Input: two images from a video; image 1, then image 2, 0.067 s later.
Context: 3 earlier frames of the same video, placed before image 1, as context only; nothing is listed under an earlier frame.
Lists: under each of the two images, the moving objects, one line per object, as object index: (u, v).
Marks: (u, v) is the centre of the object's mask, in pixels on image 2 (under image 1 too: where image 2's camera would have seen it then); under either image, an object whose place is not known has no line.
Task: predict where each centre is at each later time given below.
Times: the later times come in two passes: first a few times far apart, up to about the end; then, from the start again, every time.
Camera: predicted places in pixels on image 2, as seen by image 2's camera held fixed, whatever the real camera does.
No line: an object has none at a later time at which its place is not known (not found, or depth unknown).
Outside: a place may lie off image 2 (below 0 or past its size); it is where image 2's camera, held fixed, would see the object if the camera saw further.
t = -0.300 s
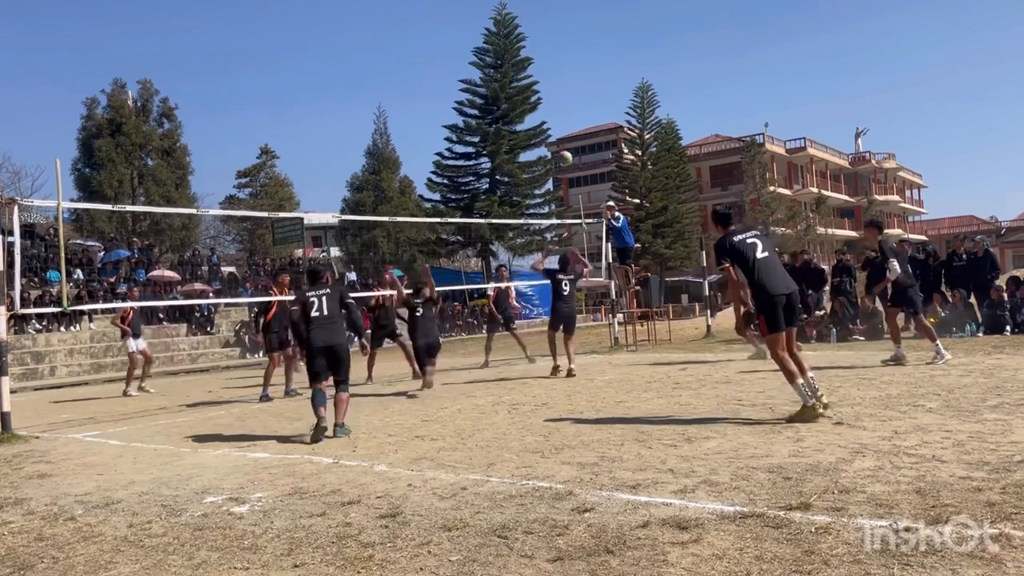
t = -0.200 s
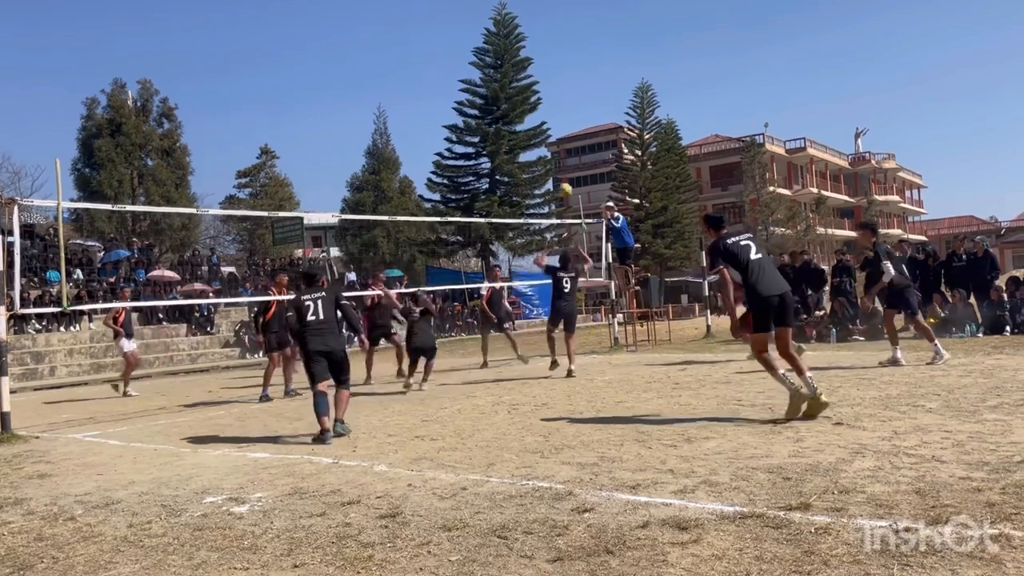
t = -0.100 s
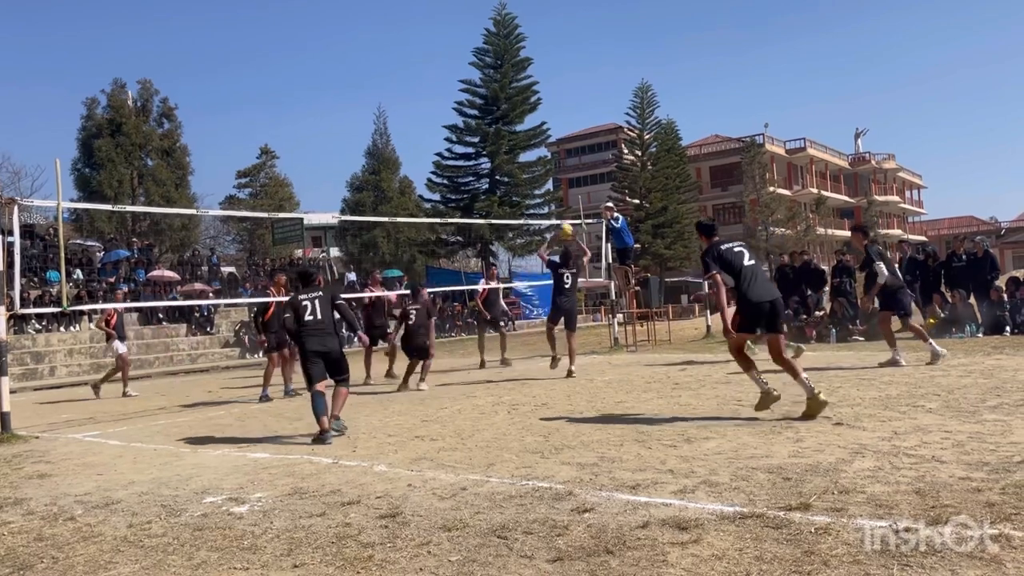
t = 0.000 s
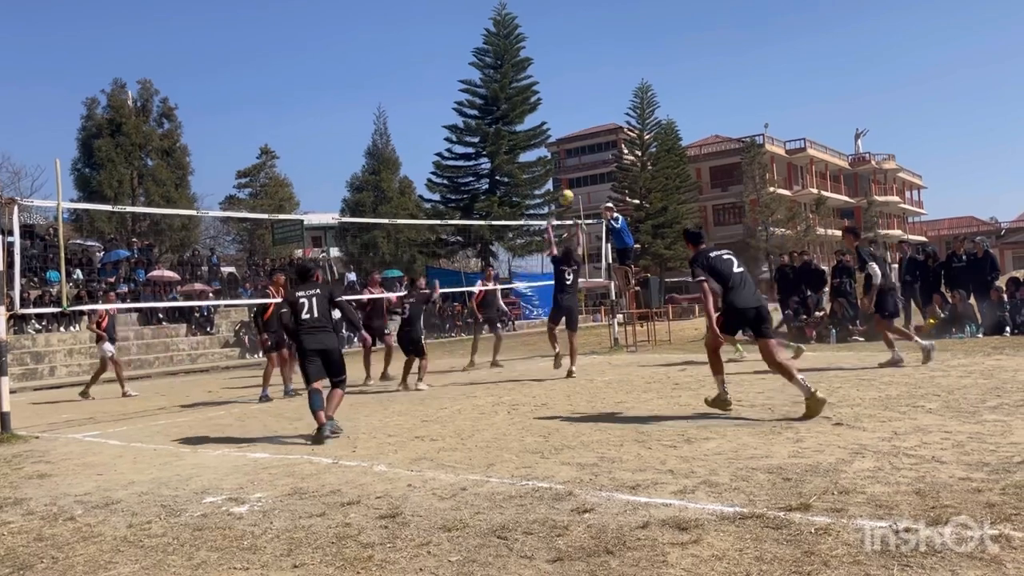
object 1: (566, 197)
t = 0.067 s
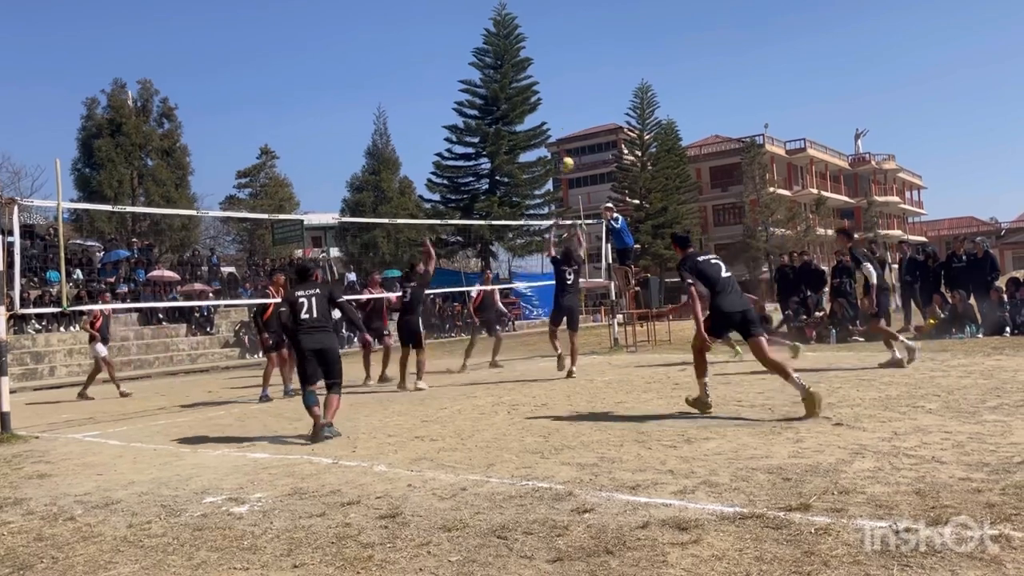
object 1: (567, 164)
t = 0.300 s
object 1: (570, 80)
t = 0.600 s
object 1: (580, 33)
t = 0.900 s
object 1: (594, 48)
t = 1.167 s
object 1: (610, 109)
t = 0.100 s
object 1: (567, 149)
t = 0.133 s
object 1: (567, 136)
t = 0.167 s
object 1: (567, 122)
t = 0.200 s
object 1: (568, 110)
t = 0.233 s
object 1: (568, 99)
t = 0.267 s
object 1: (569, 89)
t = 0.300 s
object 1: (570, 80)
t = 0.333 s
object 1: (571, 71)
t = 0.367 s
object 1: (572, 63)
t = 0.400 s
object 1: (573, 57)
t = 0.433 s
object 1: (574, 51)
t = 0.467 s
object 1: (575, 45)
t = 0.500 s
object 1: (576, 41)
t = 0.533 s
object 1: (578, 37)
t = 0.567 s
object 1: (579, 35)
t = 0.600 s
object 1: (580, 33)
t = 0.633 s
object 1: (582, 32)
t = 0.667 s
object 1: (583, 31)
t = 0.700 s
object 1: (585, 31)
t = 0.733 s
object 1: (586, 32)
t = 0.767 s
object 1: (588, 34)
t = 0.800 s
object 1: (589, 36)
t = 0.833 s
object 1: (591, 39)
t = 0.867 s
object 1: (593, 43)
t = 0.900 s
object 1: (594, 48)
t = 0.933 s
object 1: (596, 53)
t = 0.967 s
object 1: (598, 59)
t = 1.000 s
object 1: (600, 66)
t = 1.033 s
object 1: (602, 73)
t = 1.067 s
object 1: (604, 81)
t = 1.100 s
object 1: (606, 90)
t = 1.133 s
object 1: (608, 99)
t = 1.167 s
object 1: (610, 109)
